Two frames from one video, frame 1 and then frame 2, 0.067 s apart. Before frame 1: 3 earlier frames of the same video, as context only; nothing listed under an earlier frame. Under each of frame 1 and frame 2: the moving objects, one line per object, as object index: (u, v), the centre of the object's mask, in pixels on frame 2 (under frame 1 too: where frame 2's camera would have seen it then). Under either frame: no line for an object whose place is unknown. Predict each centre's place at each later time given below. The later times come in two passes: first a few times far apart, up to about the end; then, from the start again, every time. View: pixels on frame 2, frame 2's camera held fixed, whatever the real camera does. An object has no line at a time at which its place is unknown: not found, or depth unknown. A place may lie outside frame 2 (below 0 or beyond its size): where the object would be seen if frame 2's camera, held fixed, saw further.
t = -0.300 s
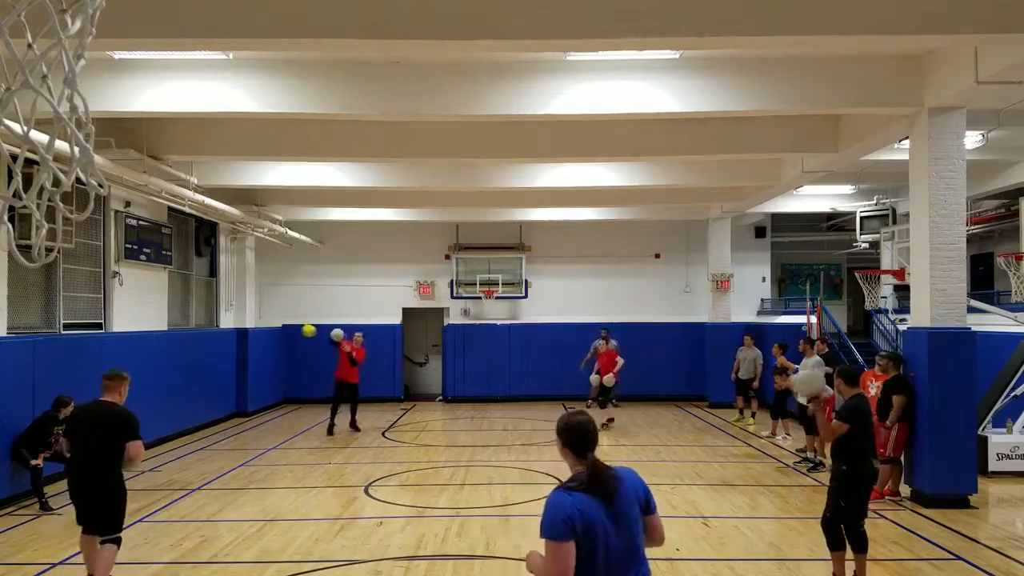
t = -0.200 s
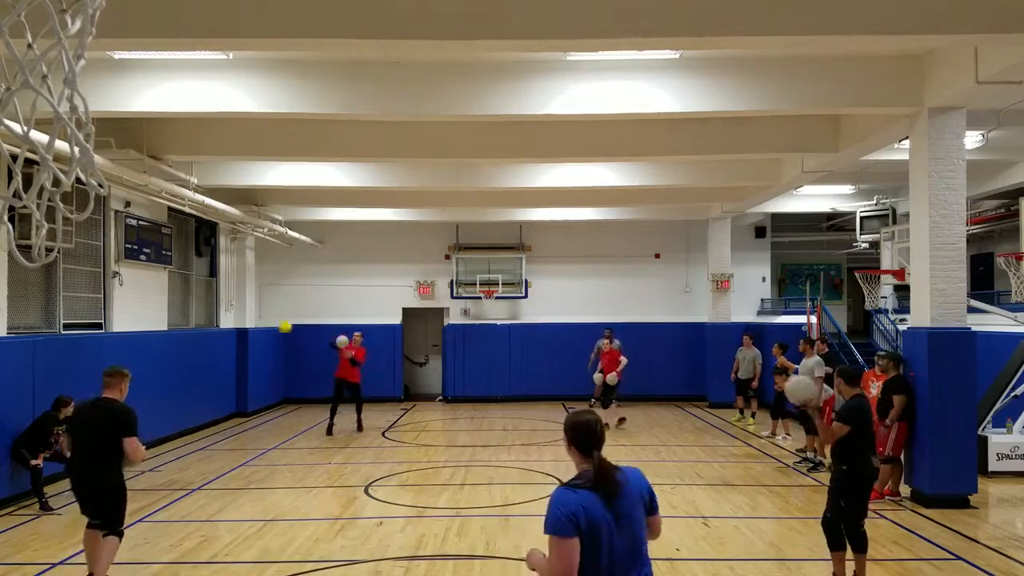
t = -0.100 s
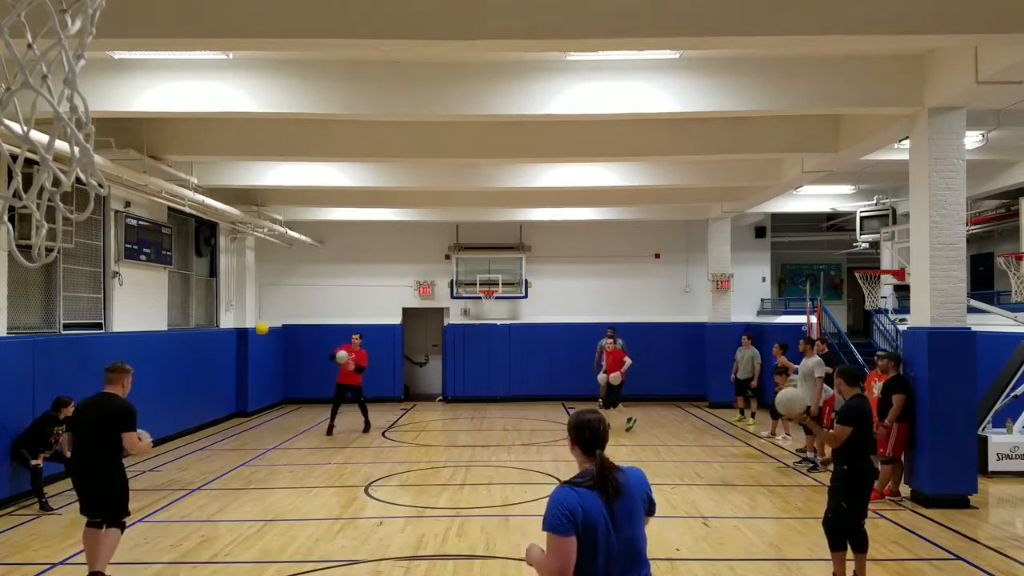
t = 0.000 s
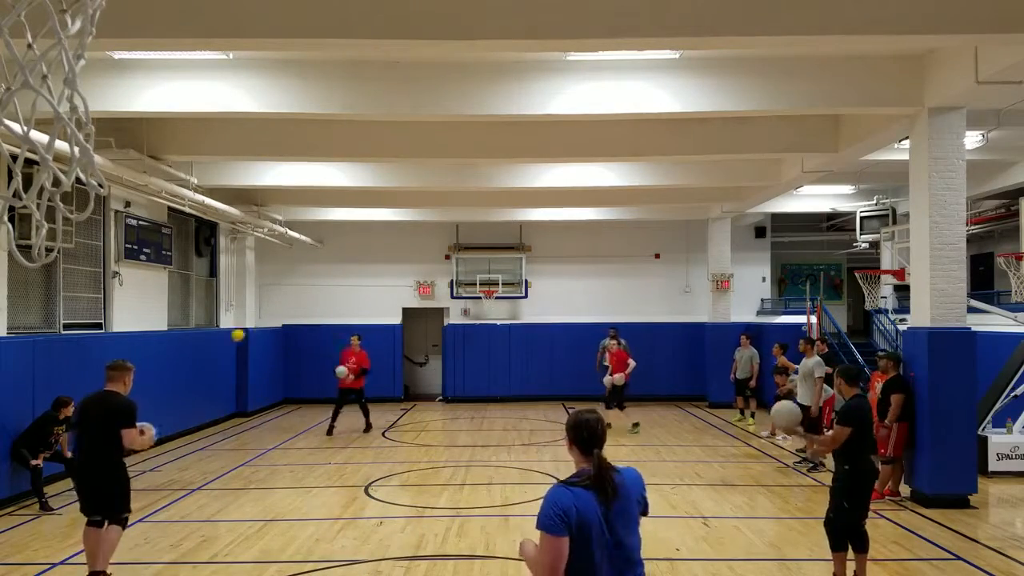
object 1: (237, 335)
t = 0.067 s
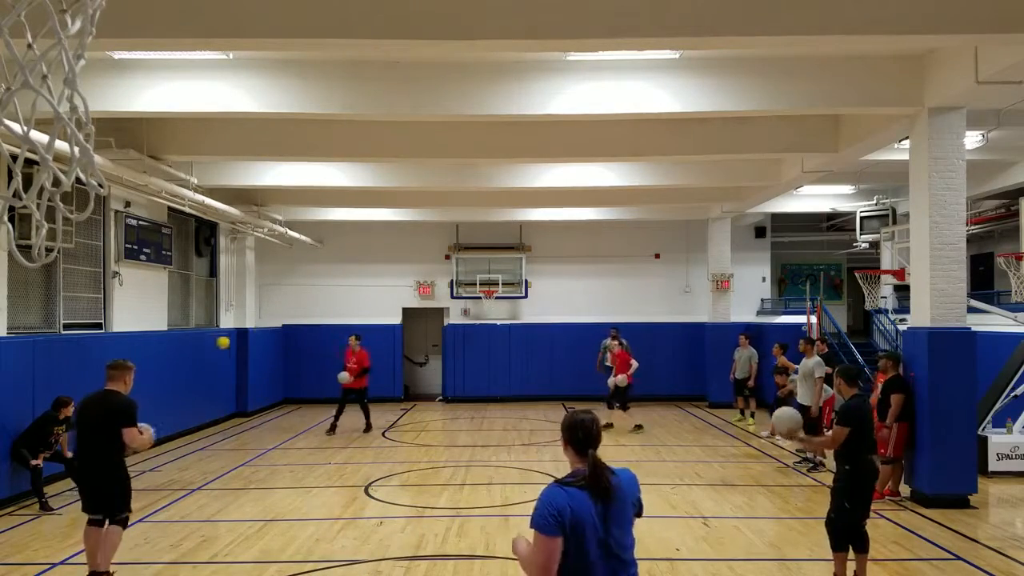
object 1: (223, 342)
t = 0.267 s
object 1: (215, 368)
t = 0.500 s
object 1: (260, 409)
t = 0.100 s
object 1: (215, 346)
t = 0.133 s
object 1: (208, 352)
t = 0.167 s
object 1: (200, 357)
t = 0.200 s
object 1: (202, 360)
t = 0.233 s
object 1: (209, 364)
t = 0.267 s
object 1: (215, 368)
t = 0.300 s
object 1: (221, 372)
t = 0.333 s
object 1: (227, 377)
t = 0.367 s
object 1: (234, 382)
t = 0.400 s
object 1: (240, 389)
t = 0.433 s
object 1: (247, 395)
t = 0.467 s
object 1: (253, 402)
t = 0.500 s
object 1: (260, 409)
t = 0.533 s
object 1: (265, 417)
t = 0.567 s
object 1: (270, 424)
